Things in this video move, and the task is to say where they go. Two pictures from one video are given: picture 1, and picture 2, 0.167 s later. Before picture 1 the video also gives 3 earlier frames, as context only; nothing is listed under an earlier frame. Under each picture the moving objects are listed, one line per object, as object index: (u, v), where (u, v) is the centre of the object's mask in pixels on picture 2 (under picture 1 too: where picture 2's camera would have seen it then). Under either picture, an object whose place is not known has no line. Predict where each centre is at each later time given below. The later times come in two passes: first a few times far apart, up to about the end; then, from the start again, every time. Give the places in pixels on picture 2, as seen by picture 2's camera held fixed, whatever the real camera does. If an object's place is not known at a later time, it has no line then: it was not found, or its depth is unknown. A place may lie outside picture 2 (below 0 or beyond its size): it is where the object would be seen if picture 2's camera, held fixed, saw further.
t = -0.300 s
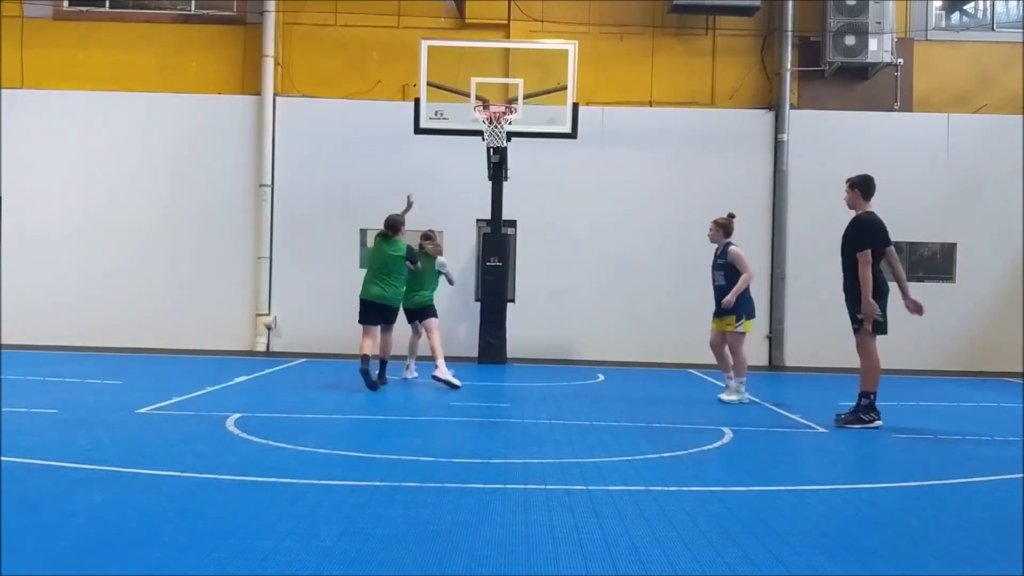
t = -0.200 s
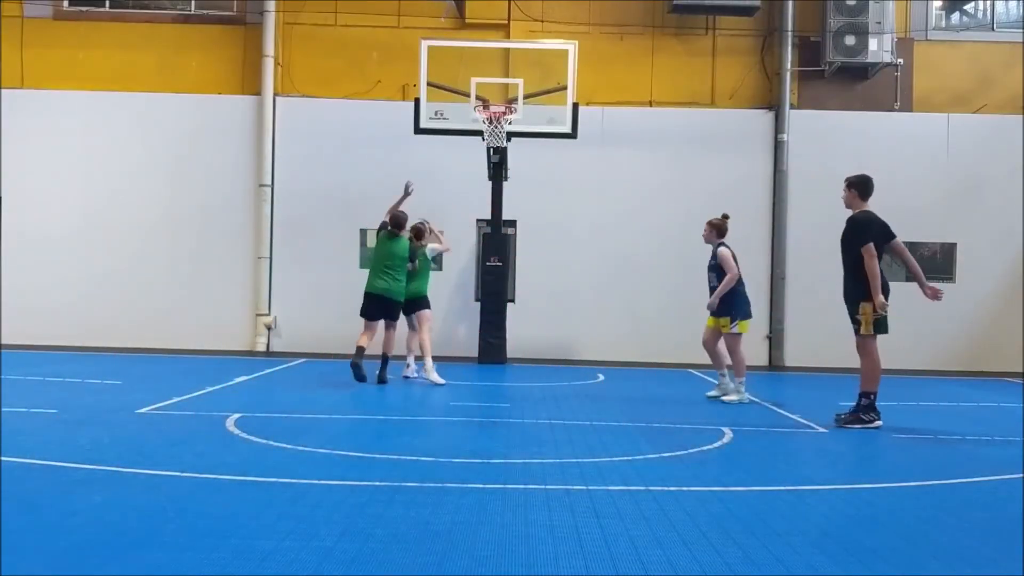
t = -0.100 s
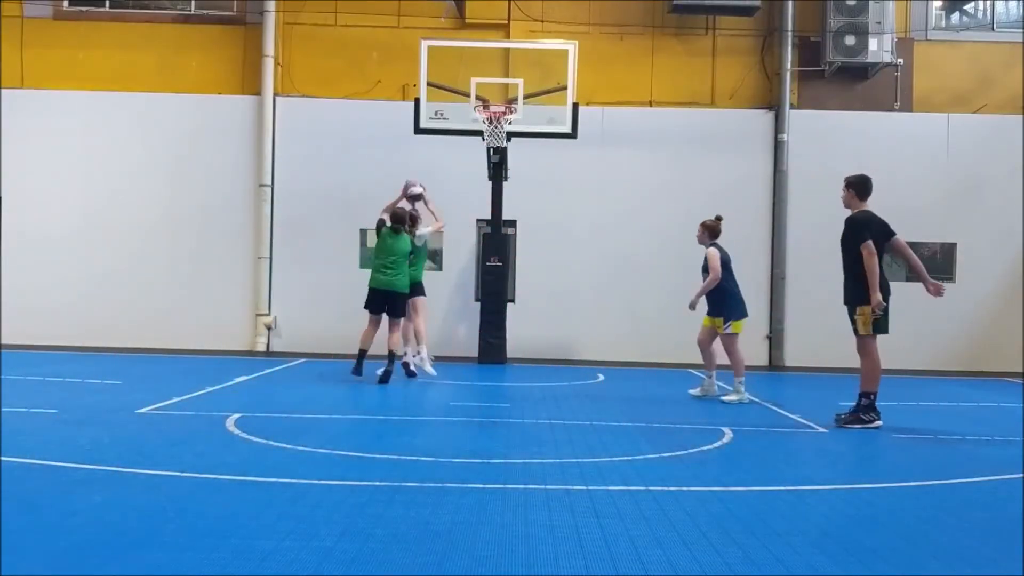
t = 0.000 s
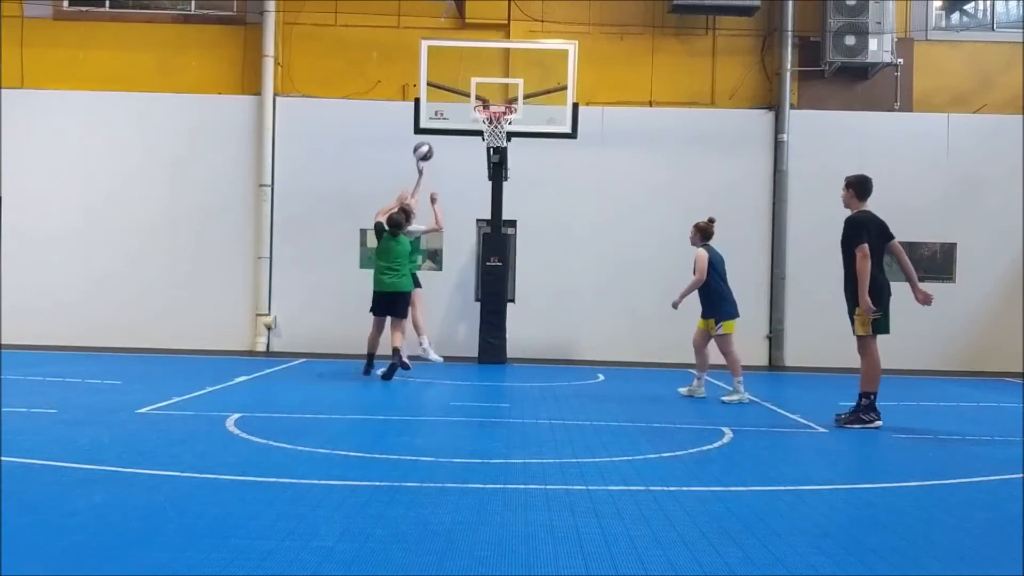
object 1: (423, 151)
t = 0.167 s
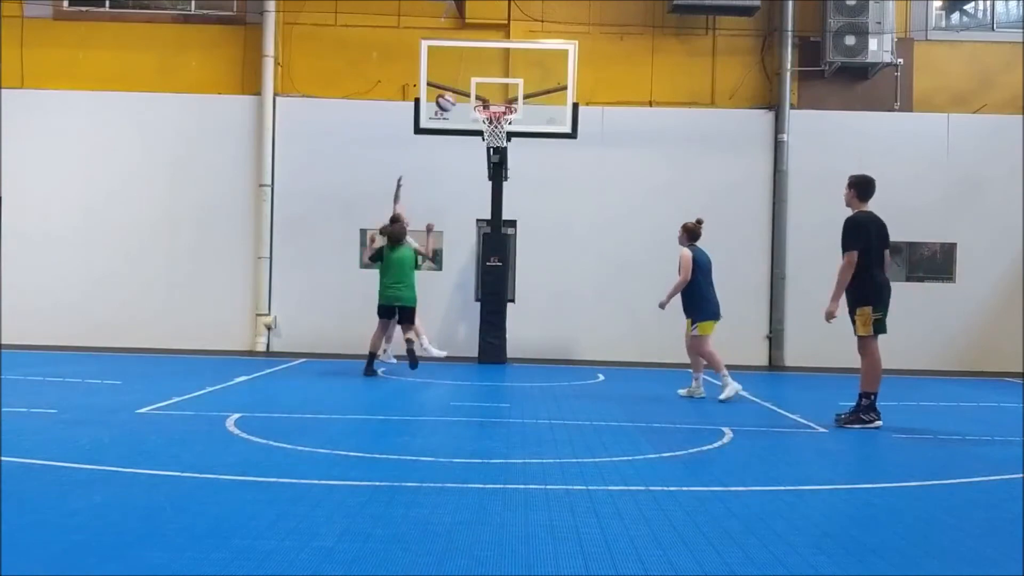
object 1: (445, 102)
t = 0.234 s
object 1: (454, 89)
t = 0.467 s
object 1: (482, 74)
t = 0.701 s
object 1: (497, 94)
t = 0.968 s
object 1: (503, 156)
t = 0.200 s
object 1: (450, 95)
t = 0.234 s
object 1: (454, 89)
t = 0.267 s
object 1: (459, 83)
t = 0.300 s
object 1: (462, 79)
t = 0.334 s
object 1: (467, 77)
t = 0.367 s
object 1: (471, 74)
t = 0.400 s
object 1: (475, 73)
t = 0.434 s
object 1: (478, 73)
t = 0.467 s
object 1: (482, 74)
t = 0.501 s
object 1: (485, 74)
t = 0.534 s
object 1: (487, 75)
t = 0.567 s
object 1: (489, 77)
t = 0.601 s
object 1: (491, 80)
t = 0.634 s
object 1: (493, 84)
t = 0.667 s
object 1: (495, 89)
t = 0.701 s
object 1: (497, 94)
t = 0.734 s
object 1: (498, 98)
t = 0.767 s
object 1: (500, 109)
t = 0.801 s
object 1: (500, 117)
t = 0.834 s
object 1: (502, 126)
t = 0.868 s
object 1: (504, 134)
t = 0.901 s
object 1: (505, 138)
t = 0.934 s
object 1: (503, 147)
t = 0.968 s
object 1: (503, 156)
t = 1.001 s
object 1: (503, 166)
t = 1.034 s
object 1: (503, 176)
